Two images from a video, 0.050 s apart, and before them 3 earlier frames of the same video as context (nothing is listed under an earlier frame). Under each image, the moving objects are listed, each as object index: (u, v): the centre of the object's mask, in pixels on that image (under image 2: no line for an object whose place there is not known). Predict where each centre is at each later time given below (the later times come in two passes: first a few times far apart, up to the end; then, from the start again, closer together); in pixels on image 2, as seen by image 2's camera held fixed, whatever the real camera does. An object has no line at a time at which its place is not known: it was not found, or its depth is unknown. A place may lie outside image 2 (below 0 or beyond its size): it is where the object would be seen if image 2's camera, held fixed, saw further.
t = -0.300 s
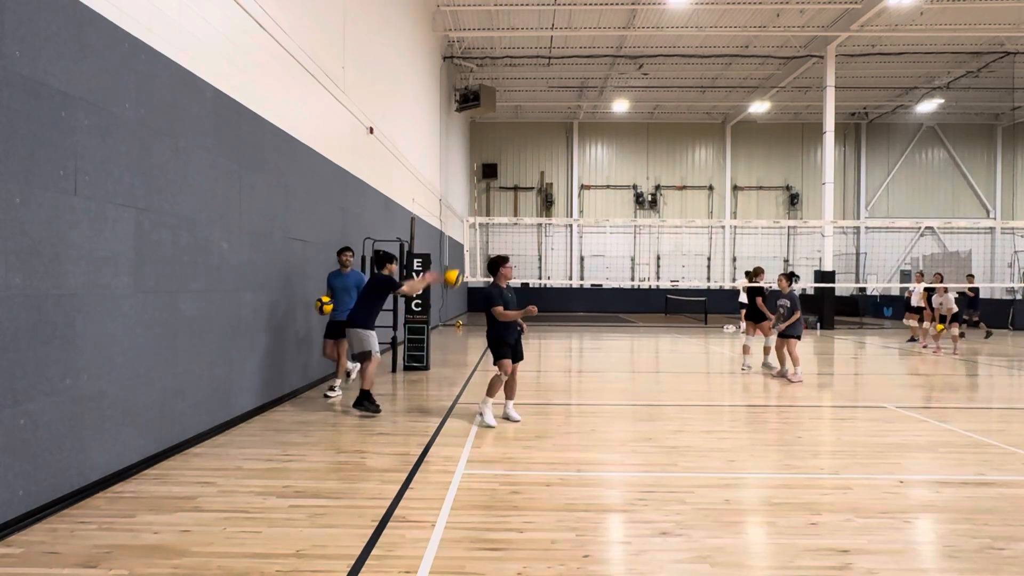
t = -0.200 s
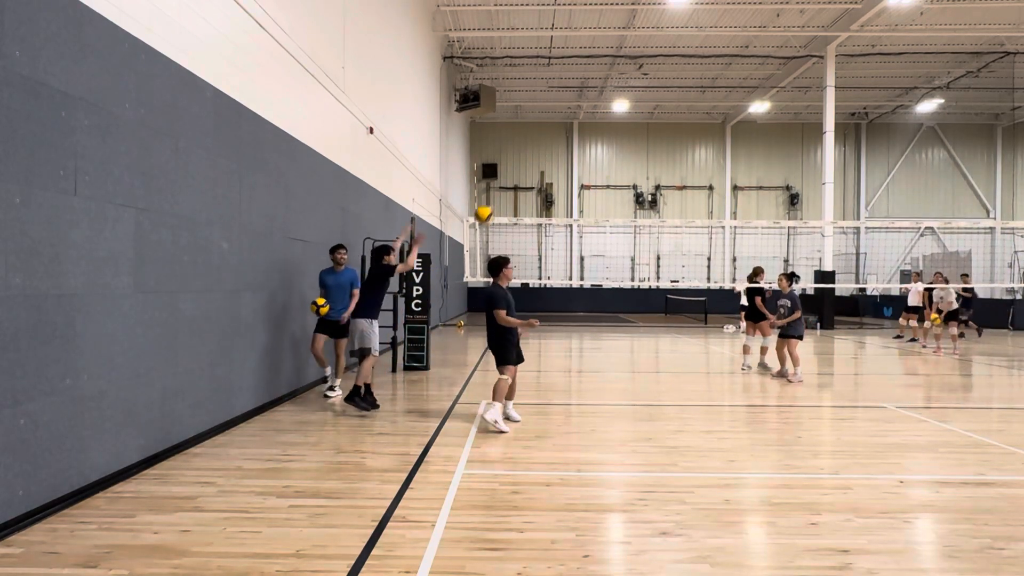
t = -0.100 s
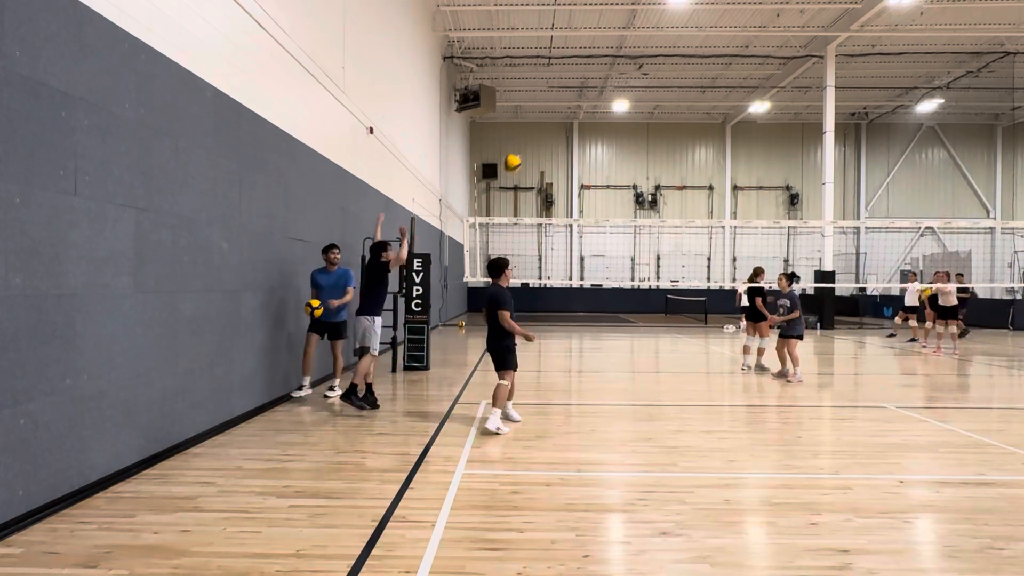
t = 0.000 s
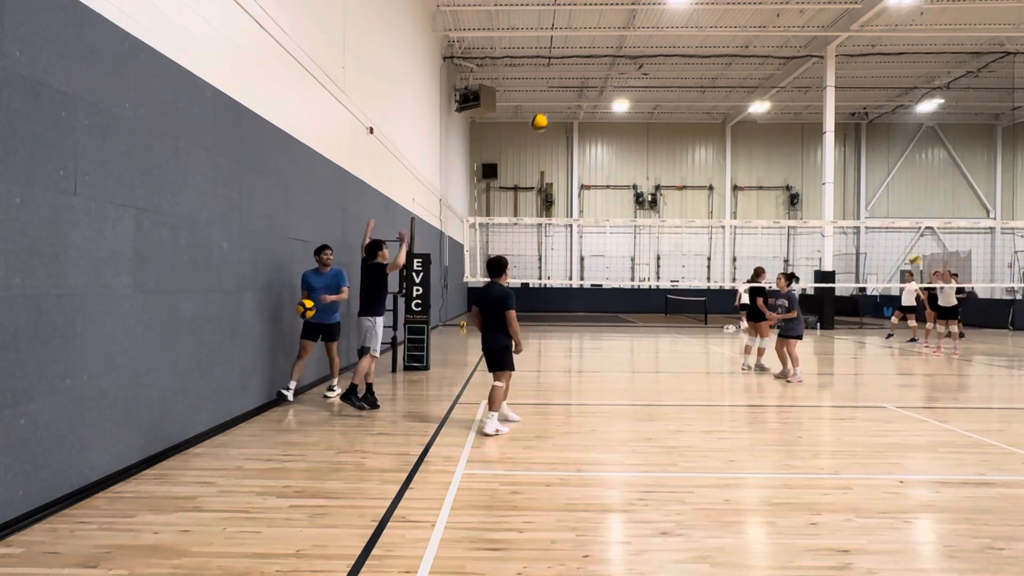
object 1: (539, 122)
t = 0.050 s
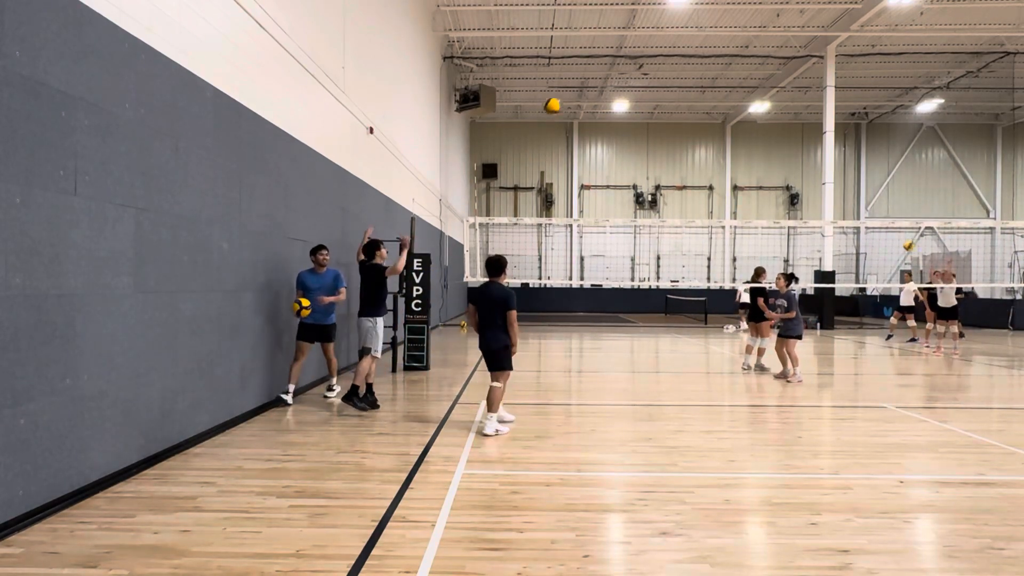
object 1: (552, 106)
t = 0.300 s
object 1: (613, 61)
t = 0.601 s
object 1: (676, 75)
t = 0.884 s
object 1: (727, 145)
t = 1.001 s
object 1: (746, 188)
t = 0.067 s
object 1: (556, 101)
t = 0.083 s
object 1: (561, 97)
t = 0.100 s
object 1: (565, 92)
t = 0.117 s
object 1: (569, 88)
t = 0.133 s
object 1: (573, 85)
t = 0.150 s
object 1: (577, 81)
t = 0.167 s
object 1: (582, 78)
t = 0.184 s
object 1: (586, 75)
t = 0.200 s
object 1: (590, 72)
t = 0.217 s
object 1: (594, 70)
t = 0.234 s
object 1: (598, 68)
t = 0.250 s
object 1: (602, 66)
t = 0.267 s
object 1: (606, 64)
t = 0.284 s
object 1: (609, 62)
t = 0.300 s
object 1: (613, 61)
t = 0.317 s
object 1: (617, 60)
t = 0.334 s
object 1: (621, 59)
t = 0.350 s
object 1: (624, 59)
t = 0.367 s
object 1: (628, 58)
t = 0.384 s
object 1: (631, 59)
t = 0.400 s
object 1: (635, 59)
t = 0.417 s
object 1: (639, 59)
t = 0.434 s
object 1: (642, 59)
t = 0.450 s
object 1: (646, 60)
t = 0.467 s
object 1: (649, 61)
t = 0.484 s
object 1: (653, 62)
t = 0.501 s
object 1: (656, 63)
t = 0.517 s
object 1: (659, 65)
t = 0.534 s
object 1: (662, 66)
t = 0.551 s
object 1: (666, 69)
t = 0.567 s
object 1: (669, 71)
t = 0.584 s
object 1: (673, 73)
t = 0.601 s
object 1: (676, 75)
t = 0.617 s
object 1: (679, 78)
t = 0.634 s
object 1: (682, 81)
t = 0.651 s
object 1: (686, 84)
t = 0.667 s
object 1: (689, 87)
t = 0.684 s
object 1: (692, 91)
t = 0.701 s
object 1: (695, 94)
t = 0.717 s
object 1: (698, 98)
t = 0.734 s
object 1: (701, 102)
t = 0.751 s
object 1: (704, 106)
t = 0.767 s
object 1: (707, 111)
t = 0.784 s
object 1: (710, 115)
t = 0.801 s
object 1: (713, 119)
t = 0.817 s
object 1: (715, 124)
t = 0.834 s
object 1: (718, 129)
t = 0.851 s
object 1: (721, 134)
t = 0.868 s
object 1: (724, 140)
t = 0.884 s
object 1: (727, 145)
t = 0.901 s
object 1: (730, 152)
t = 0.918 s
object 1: (732, 158)
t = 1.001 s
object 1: (746, 188)
